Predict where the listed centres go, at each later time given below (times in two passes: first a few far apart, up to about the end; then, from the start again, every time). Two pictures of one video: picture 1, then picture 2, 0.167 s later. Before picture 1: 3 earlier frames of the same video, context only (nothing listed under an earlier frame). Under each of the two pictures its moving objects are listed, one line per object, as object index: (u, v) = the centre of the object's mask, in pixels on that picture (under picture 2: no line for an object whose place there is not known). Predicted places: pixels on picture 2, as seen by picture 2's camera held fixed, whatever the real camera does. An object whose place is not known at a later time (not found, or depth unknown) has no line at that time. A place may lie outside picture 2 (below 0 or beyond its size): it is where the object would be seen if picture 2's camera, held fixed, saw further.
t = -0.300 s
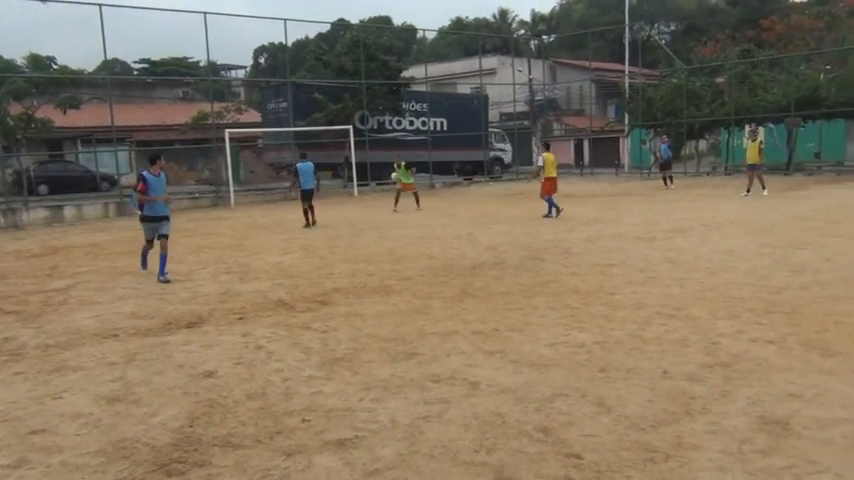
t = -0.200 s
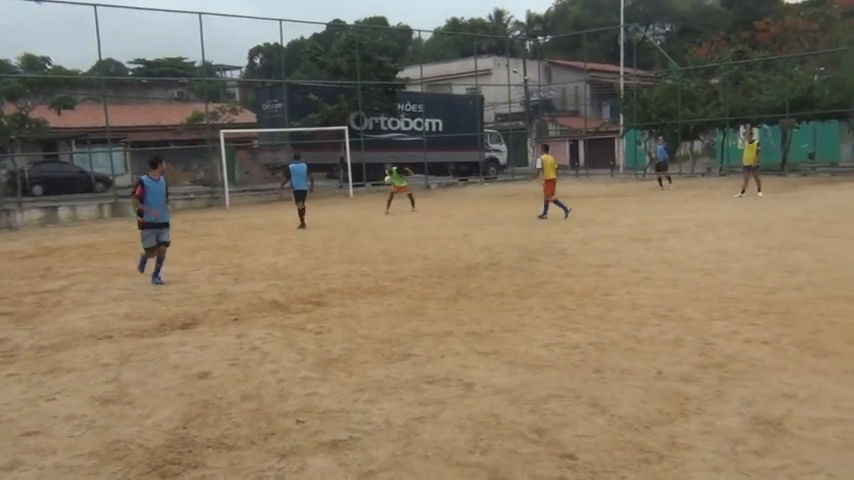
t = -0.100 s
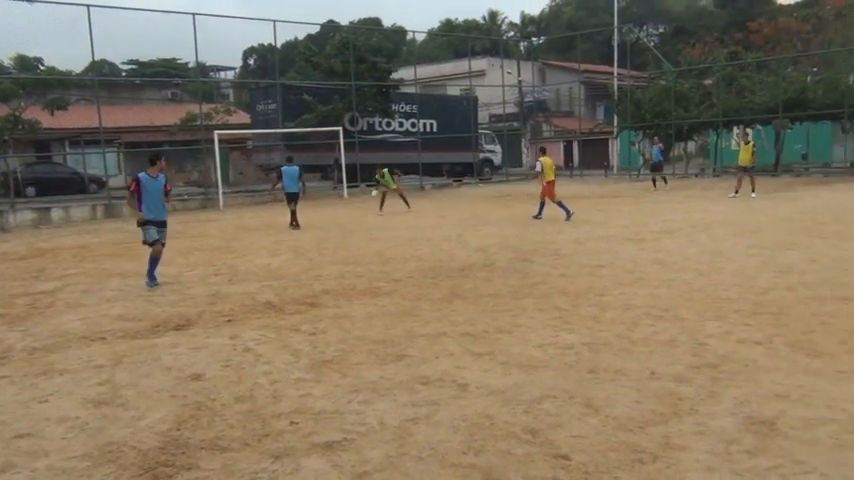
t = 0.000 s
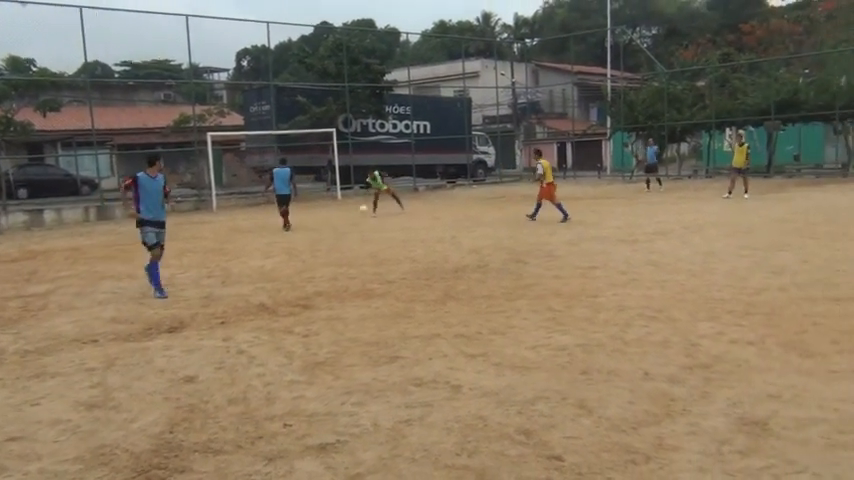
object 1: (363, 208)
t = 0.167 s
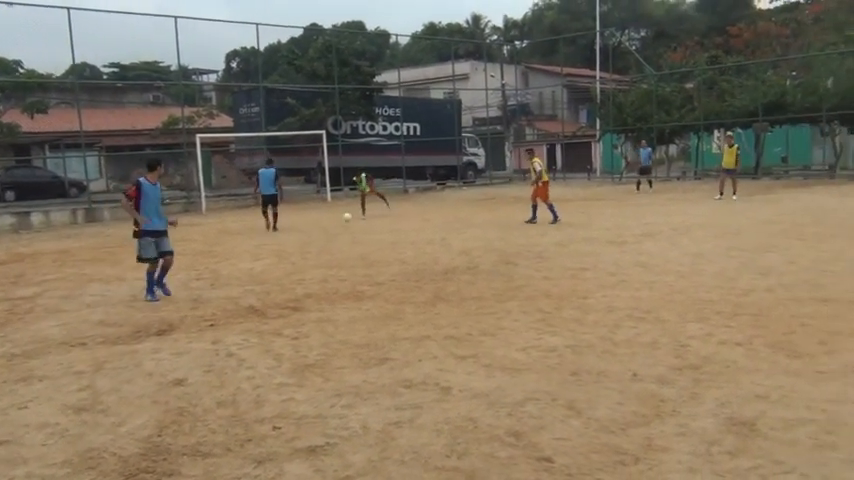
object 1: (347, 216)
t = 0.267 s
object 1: (343, 216)
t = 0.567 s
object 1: (332, 231)
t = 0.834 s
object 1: (323, 250)
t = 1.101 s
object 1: (311, 254)
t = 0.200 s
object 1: (345, 216)
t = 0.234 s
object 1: (344, 216)
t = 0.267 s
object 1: (343, 216)
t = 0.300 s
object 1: (342, 218)
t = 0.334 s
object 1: (340, 220)
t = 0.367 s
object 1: (339, 222)
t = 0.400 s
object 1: (338, 225)
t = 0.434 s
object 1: (337, 229)
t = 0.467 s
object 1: (335, 235)
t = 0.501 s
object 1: (334, 234)
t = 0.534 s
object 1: (333, 232)
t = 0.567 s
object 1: (332, 231)
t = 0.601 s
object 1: (331, 231)
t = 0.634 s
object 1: (329, 231)
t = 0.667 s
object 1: (327, 232)
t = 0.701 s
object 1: (327, 234)
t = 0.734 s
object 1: (326, 237)
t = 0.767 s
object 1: (325, 241)
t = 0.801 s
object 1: (324, 244)
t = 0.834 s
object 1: (323, 250)
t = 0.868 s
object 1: (322, 257)
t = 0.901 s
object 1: (321, 255)
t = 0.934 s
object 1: (319, 254)
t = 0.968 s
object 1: (317, 252)
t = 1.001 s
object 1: (316, 251)
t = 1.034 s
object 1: (314, 251)
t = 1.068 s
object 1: (312, 253)
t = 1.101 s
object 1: (311, 254)
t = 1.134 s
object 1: (309, 257)
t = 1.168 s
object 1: (308, 261)
